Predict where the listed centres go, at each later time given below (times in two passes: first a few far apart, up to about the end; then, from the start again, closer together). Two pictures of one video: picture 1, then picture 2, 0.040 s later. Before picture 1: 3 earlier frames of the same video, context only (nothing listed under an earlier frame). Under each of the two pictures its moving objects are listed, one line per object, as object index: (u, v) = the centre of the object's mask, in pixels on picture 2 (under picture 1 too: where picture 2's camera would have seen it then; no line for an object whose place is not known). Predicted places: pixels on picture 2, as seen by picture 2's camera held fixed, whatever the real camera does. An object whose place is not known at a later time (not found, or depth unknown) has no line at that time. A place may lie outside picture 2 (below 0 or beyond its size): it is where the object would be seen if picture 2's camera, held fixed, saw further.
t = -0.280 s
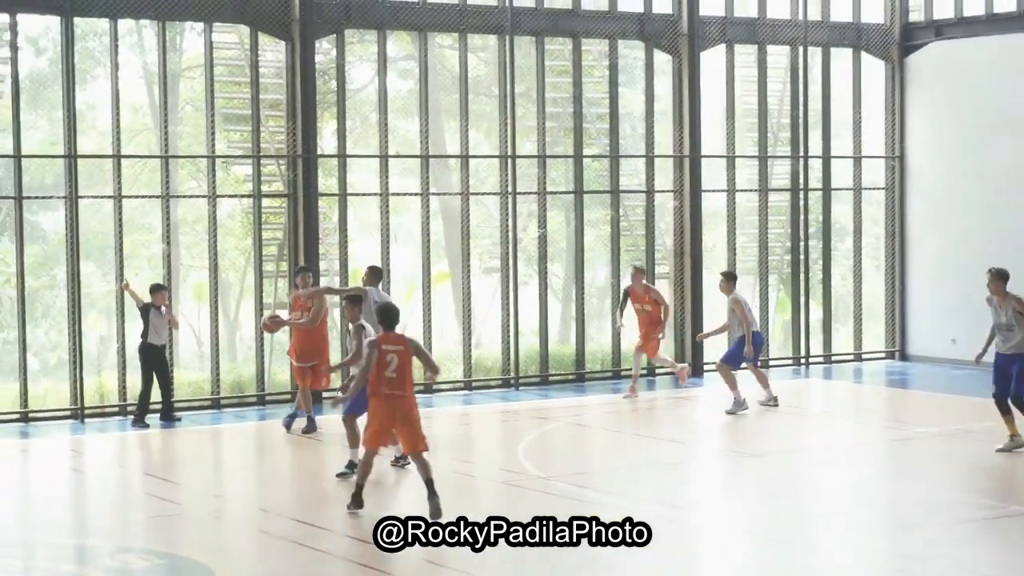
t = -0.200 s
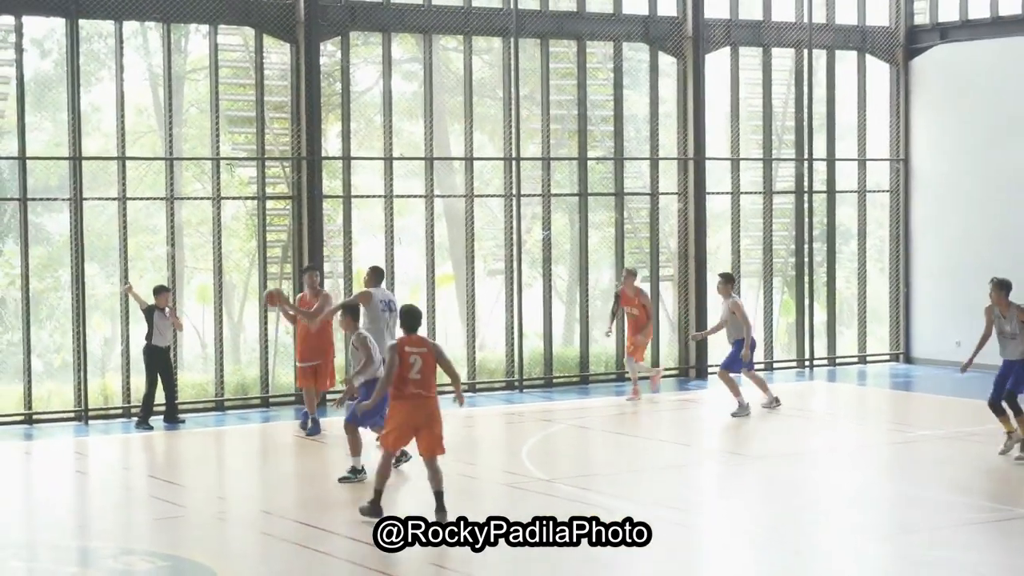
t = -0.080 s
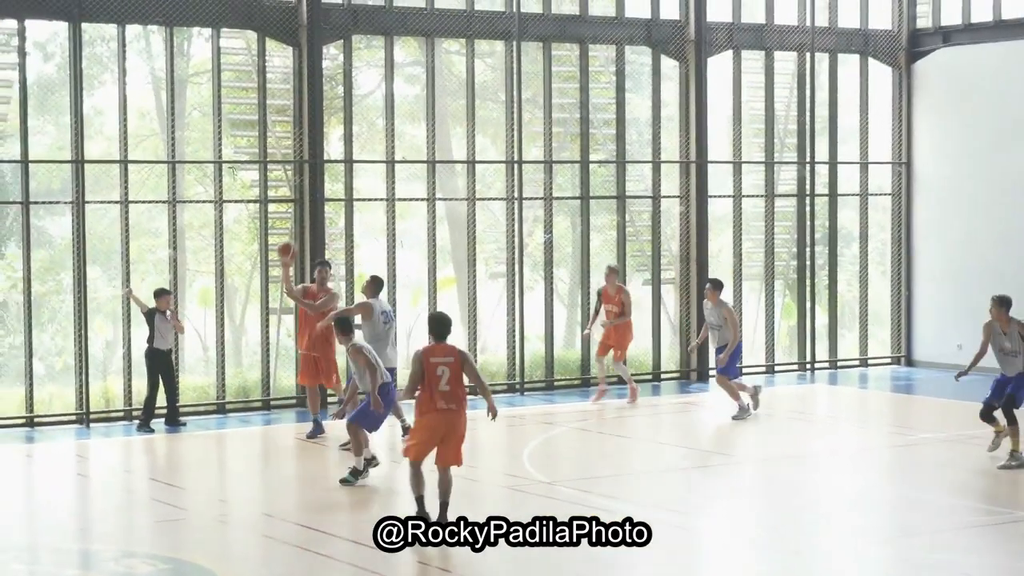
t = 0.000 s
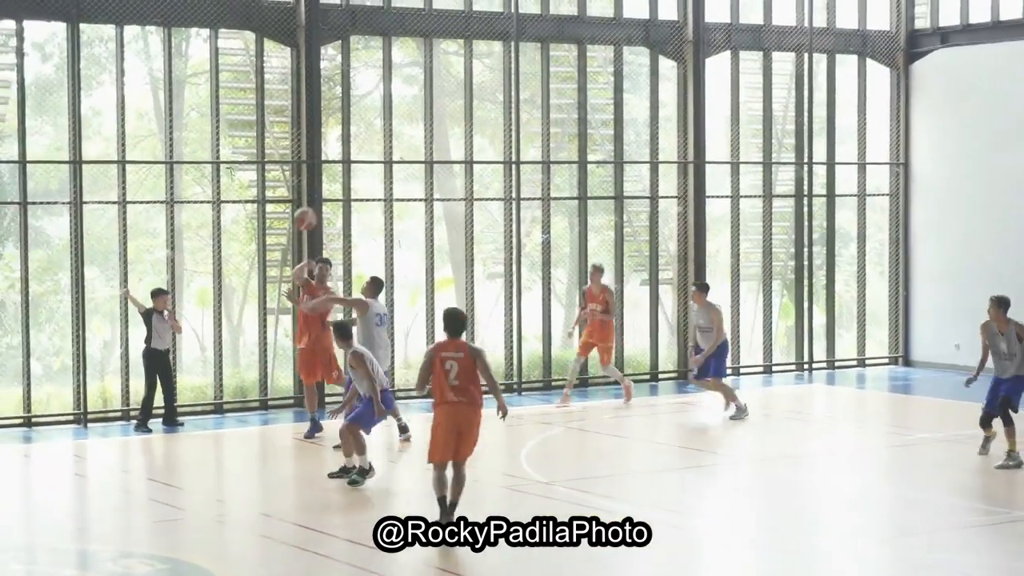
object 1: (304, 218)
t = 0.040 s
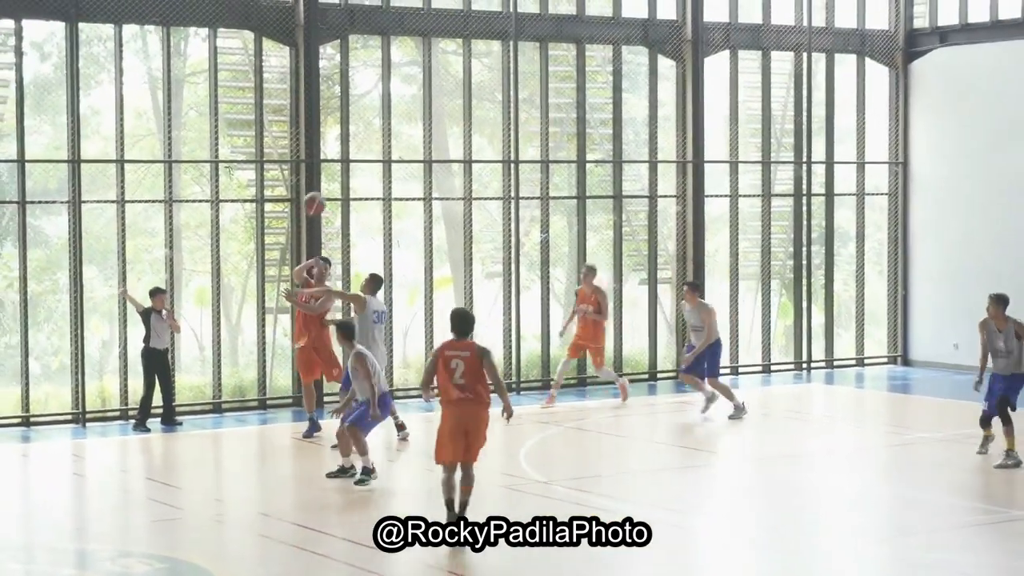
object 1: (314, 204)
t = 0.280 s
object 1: (388, 140)
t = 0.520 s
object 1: (478, 122)
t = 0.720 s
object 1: (571, 158)
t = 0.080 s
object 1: (324, 190)
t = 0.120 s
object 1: (338, 178)
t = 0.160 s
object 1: (349, 167)
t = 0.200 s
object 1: (362, 157)
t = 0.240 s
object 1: (374, 147)
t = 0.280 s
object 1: (388, 140)
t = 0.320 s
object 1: (402, 133)
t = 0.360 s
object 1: (415, 128)
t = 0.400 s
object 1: (431, 124)
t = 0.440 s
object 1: (446, 121)
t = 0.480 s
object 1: (462, 120)
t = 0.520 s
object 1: (478, 122)
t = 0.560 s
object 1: (496, 124)
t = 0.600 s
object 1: (514, 129)
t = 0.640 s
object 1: (532, 137)
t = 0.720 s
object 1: (571, 158)
